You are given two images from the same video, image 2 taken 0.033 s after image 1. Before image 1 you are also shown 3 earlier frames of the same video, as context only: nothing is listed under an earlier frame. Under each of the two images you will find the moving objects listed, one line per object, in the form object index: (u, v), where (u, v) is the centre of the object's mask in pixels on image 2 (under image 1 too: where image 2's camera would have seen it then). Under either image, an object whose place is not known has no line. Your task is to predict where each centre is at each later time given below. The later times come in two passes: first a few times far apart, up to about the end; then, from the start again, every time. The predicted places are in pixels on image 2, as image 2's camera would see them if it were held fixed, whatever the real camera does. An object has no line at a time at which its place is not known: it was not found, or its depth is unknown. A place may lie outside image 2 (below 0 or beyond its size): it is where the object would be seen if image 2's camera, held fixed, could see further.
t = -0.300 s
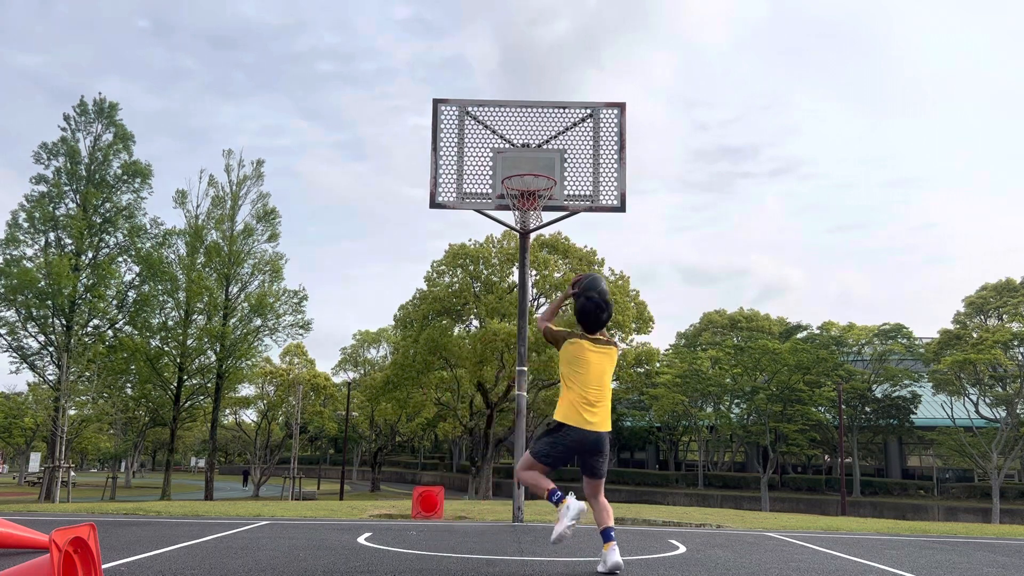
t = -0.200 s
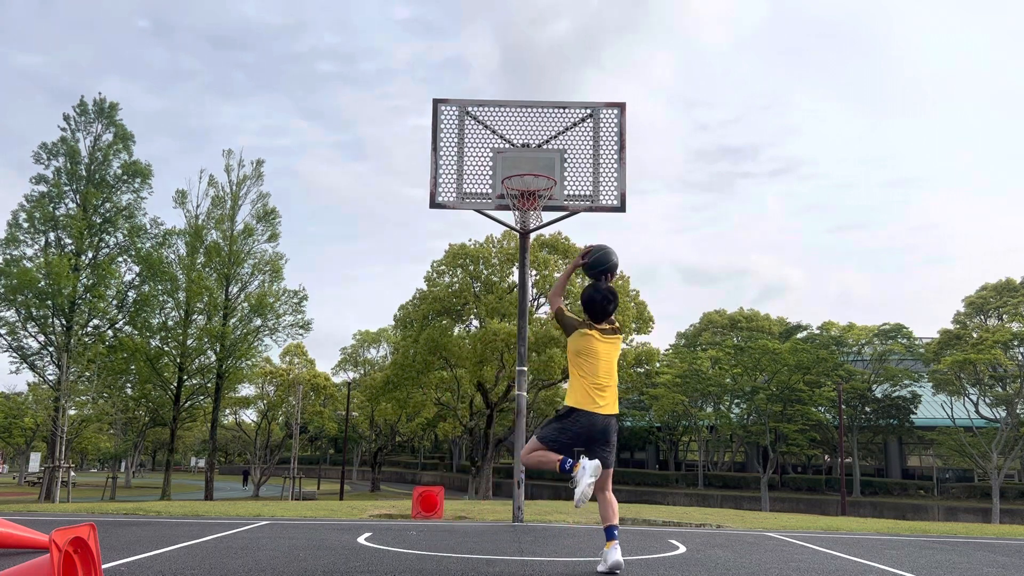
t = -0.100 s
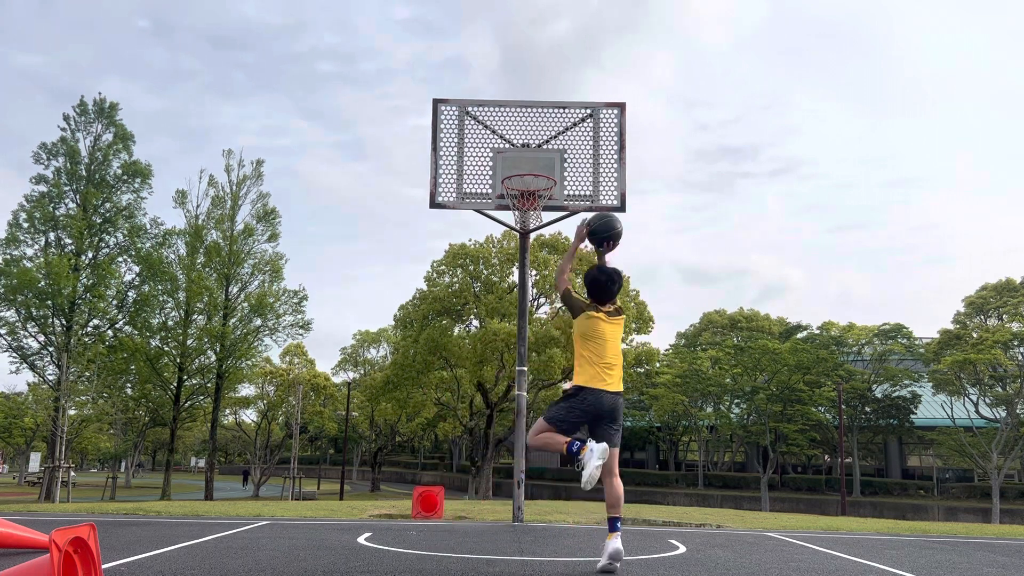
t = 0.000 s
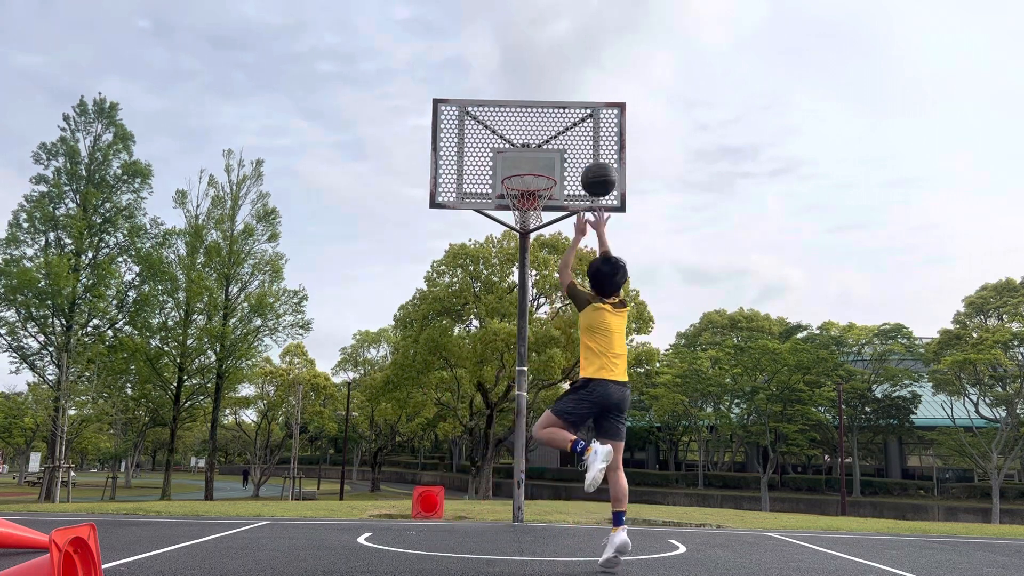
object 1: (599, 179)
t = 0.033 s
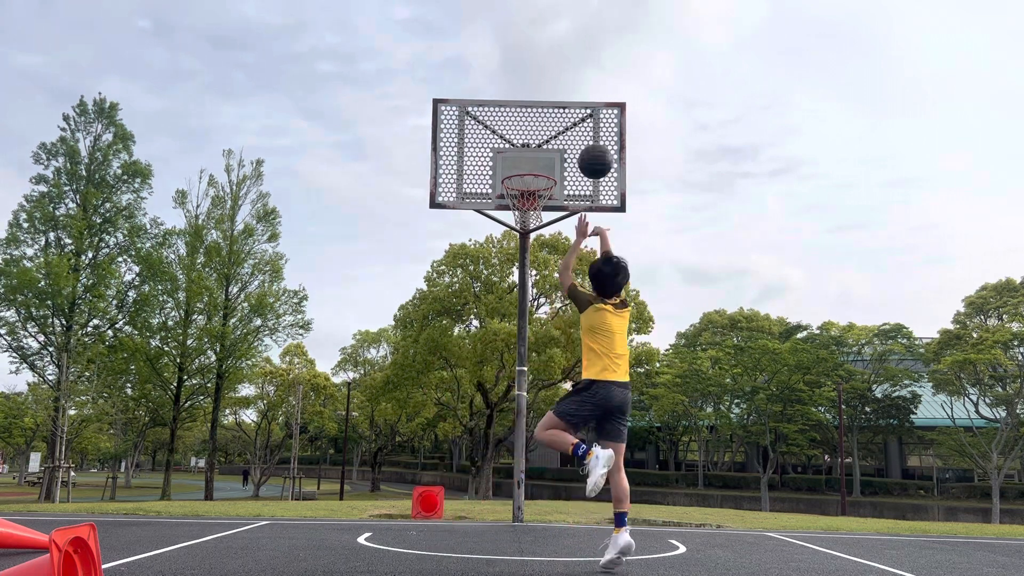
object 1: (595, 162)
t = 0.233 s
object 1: (577, 92)
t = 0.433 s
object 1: (561, 80)
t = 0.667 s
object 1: (544, 122)
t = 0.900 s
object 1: (530, 211)
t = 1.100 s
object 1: (524, 233)
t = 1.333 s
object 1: (516, 311)
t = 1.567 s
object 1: (509, 460)
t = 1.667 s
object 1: (506, 515)
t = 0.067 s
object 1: (592, 145)
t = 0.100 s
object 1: (588, 131)
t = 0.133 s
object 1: (586, 119)
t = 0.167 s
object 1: (582, 108)
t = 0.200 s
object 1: (579, 99)
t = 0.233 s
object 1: (577, 92)
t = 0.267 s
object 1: (574, 86)
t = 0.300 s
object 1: (571, 82)
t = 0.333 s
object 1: (568, 80)
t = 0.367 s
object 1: (566, 79)
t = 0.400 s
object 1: (563, 79)
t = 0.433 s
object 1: (561, 80)
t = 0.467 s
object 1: (558, 82)
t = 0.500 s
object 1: (556, 86)
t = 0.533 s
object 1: (553, 91)
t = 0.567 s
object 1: (551, 97)
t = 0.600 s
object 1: (548, 104)
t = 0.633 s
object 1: (546, 112)
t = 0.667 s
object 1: (544, 122)
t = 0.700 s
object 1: (541, 132)
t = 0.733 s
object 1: (539, 143)
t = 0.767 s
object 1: (537, 155)
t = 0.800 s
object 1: (534, 168)
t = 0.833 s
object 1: (533, 183)
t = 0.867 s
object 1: (530, 197)
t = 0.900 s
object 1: (530, 211)
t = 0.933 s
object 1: (529, 217)
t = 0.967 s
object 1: (526, 217)
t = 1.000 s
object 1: (526, 219)
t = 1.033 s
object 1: (525, 222)
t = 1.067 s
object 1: (524, 227)
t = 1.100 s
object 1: (524, 233)
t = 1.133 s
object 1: (523, 240)
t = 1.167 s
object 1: (522, 248)
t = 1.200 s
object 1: (521, 258)
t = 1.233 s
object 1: (520, 269)
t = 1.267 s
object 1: (519, 281)
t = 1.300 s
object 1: (517, 295)
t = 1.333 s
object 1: (516, 311)
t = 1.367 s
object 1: (515, 327)
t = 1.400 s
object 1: (514, 345)
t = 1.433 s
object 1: (513, 364)
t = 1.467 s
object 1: (513, 386)
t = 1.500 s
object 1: (511, 409)
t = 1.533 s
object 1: (509, 434)
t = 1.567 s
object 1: (509, 460)
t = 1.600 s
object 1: (507, 490)
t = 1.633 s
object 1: (506, 522)
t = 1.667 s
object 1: (506, 515)
